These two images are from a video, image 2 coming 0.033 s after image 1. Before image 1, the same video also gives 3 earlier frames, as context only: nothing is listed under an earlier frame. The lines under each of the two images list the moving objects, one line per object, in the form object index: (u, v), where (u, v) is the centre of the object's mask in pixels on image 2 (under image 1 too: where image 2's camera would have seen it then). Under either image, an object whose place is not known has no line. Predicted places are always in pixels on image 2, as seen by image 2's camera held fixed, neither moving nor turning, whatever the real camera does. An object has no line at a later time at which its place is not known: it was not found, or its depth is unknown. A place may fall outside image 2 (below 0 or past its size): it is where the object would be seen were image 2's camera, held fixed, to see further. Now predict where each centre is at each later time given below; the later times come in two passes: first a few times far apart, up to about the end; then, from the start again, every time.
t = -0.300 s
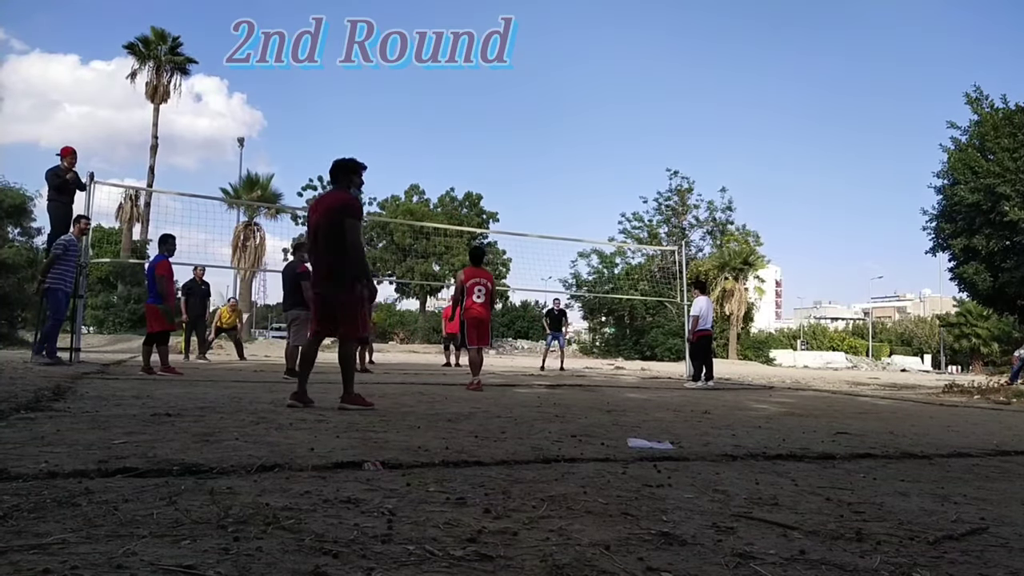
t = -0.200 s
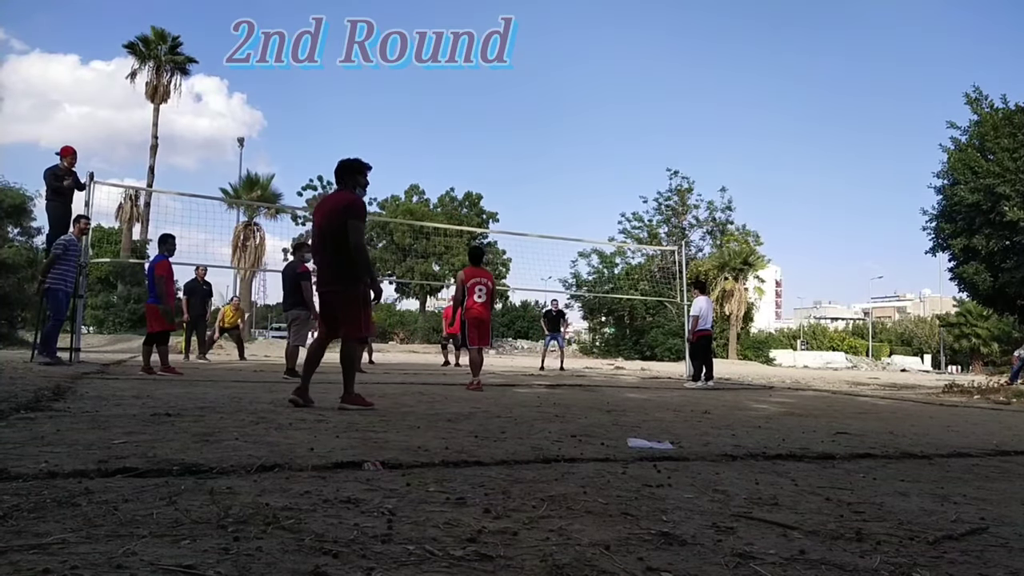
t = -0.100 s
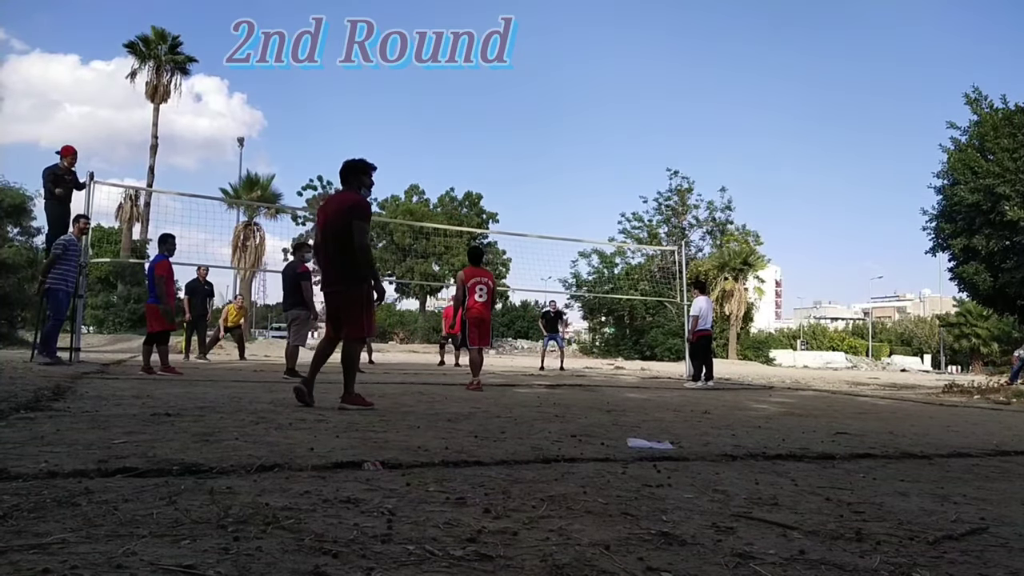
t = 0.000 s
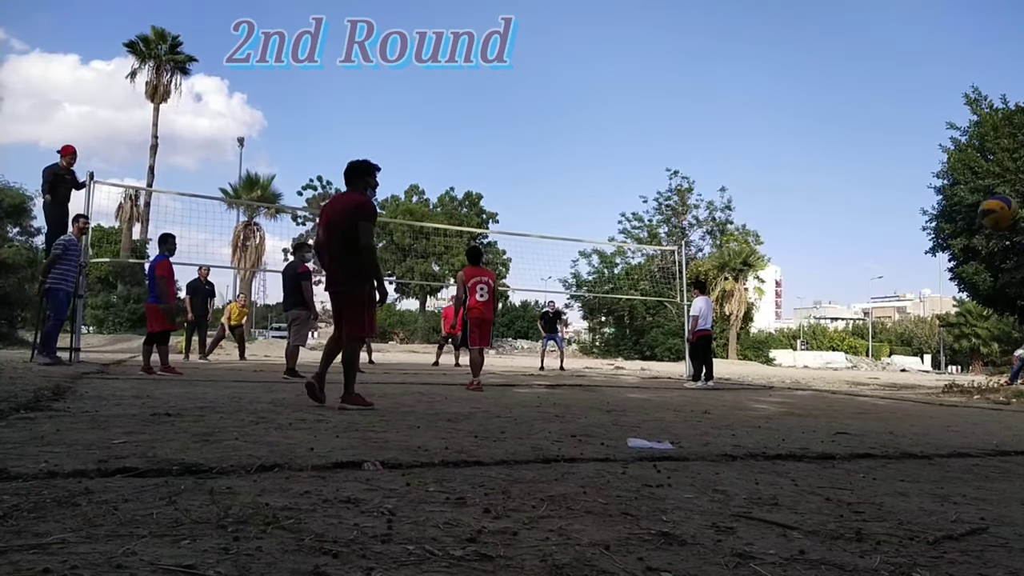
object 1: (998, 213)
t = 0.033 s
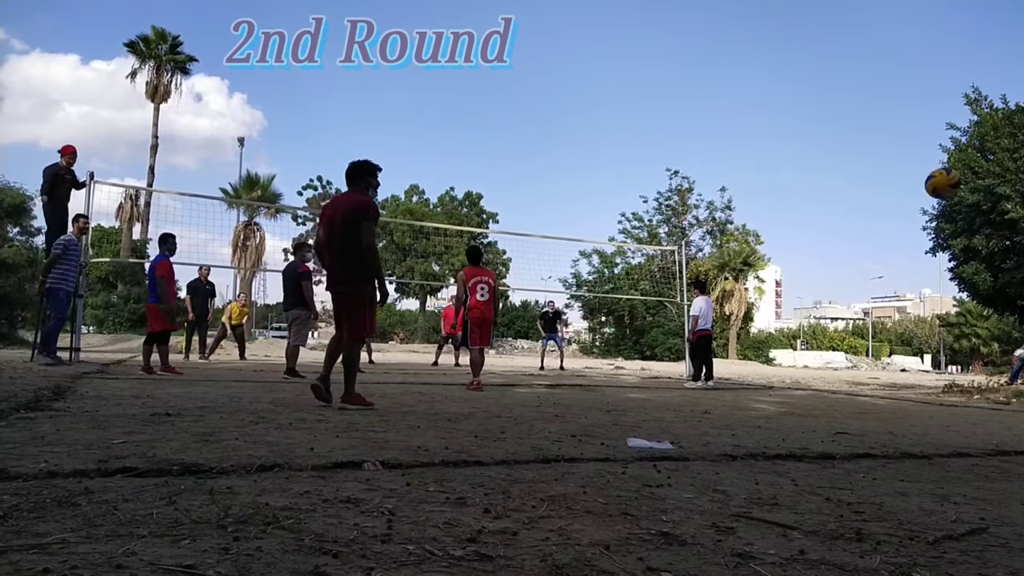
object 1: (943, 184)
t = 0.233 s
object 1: (710, 90)
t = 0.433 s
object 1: (577, 69)
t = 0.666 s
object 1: (477, 88)
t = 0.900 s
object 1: (409, 135)
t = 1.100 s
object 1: (364, 187)
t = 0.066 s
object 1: (893, 160)
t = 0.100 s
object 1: (848, 140)
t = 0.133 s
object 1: (808, 124)
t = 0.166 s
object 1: (772, 110)
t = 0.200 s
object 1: (739, 99)
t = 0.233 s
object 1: (710, 90)
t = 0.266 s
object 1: (682, 83)
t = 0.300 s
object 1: (657, 78)
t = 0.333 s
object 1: (635, 74)
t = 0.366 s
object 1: (614, 71)
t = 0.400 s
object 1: (595, 69)
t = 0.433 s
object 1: (577, 69)
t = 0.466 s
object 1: (559, 69)
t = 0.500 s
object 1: (543, 70)
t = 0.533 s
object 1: (528, 72)
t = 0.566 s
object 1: (515, 75)
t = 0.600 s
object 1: (501, 79)
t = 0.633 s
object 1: (489, 83)
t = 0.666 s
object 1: (477, 88)
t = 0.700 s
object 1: (466, 93)
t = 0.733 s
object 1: (455, 99)
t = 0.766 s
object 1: (445, 105)
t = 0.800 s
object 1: (435, 112)
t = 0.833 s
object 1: (426, 119)
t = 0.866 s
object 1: (417, 126)
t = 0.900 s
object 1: (409, 135)
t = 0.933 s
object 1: (400, 143)
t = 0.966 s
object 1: (392, 151)
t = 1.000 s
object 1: (385, 160)
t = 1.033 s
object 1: (378, 169)
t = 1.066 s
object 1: (371, 178)
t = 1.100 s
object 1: (364, 187)
